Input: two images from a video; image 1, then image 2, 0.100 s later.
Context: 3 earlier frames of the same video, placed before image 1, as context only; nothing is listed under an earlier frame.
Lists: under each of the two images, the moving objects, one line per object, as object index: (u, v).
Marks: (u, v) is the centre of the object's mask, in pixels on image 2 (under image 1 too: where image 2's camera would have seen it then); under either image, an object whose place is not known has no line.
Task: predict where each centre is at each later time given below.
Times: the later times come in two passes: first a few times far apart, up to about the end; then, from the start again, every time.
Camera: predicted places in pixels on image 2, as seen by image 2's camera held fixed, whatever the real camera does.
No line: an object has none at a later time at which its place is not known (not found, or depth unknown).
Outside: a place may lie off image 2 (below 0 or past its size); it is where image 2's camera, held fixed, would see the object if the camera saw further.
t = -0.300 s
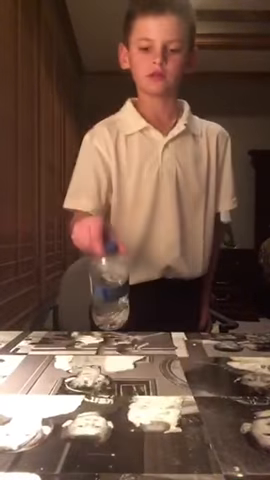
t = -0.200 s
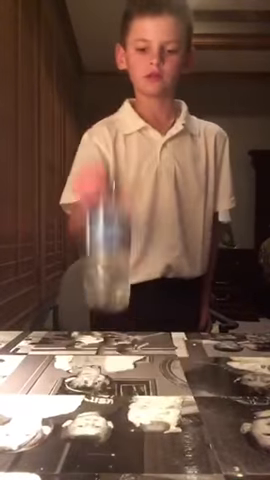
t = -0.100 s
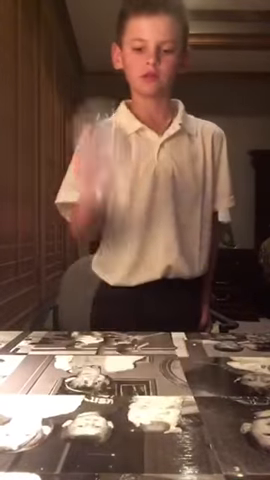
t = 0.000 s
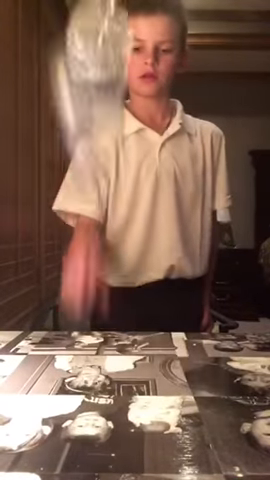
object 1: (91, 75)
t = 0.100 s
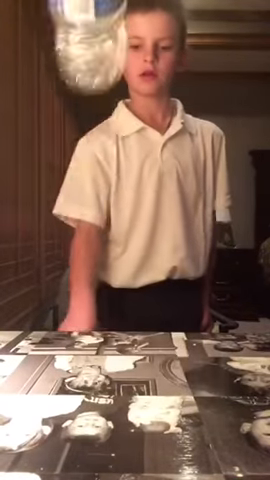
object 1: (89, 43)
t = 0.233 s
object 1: (72, 133)
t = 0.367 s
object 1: (60, 280)
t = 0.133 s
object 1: (85, 55)
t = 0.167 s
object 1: (79, 67)
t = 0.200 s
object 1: (75, 87)
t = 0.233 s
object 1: (72, 133)
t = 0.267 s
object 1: (69, 220)
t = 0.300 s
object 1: (66, 281)
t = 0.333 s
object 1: (65, 282)
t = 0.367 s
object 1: (60, 280)
